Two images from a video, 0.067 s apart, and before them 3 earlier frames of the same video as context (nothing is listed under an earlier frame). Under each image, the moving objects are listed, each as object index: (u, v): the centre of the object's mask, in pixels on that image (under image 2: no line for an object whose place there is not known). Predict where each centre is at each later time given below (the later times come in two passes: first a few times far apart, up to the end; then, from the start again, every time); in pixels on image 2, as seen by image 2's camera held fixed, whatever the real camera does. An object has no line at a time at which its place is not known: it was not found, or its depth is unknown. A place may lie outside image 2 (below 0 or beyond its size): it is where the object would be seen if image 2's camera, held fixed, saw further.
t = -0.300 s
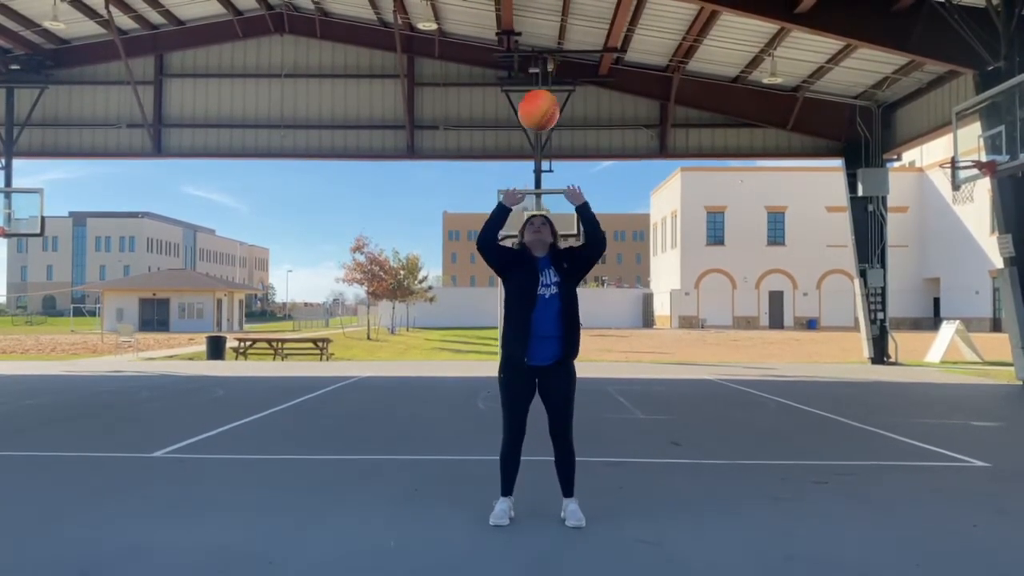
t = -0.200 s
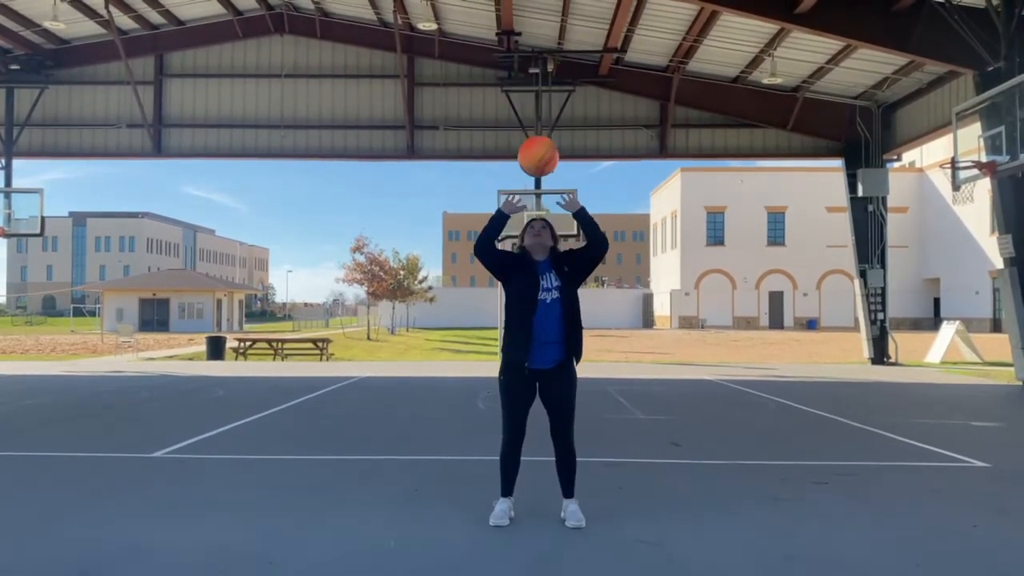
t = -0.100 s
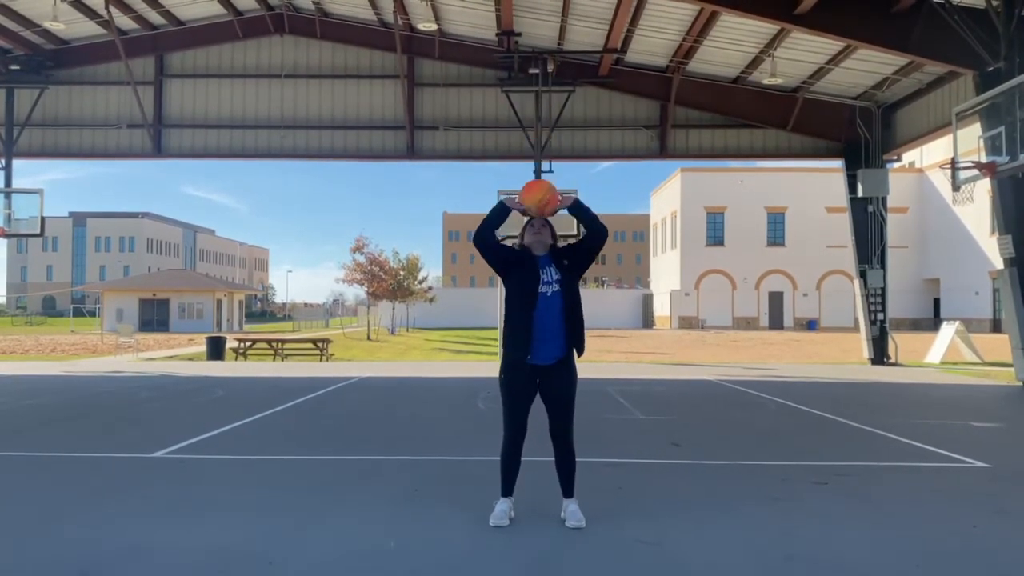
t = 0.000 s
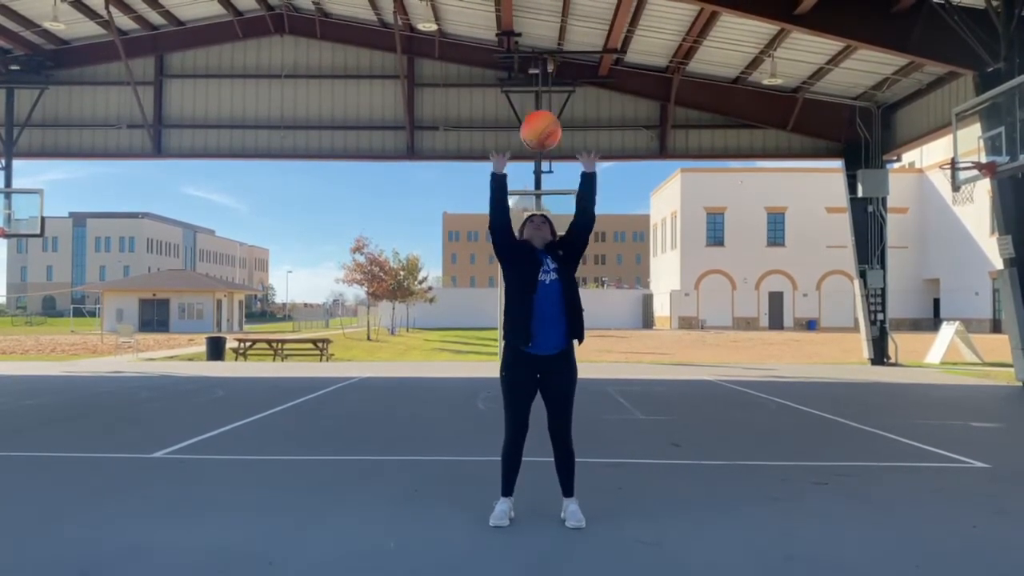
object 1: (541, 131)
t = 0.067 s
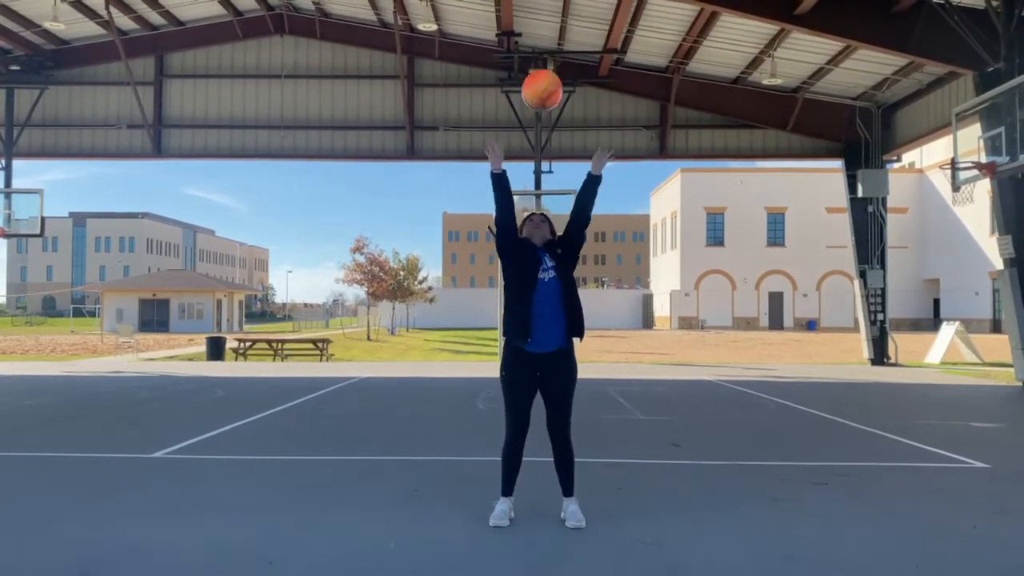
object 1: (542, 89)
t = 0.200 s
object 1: (545, 35)
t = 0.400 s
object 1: (549, 16)
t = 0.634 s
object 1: (554, 86)
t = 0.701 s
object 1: (555, 126)
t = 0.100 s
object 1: (543, 73)
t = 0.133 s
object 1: (543, 58)
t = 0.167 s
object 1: (544, 45)
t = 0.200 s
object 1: (545, 35)
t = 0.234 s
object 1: (545, 25)
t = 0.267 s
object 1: (546, 19)
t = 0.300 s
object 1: (547, 16)
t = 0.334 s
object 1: (548, 15)
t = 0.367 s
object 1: (548, 15)
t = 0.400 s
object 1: (549, 16)
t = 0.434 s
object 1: (549, 18)
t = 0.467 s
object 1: (550, 23)
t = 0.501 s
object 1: (551, 32)
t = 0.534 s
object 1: (551, 42)
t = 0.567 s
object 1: (552, 55)
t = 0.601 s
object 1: (553, 69)
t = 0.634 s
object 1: (554, 86)
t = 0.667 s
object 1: (554, 105)
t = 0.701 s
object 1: (555, 126)
